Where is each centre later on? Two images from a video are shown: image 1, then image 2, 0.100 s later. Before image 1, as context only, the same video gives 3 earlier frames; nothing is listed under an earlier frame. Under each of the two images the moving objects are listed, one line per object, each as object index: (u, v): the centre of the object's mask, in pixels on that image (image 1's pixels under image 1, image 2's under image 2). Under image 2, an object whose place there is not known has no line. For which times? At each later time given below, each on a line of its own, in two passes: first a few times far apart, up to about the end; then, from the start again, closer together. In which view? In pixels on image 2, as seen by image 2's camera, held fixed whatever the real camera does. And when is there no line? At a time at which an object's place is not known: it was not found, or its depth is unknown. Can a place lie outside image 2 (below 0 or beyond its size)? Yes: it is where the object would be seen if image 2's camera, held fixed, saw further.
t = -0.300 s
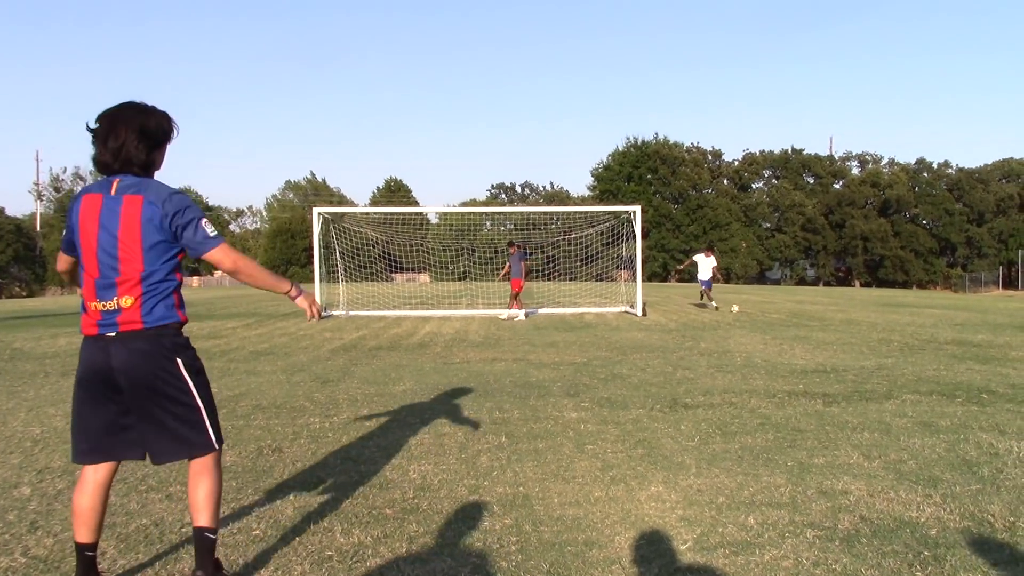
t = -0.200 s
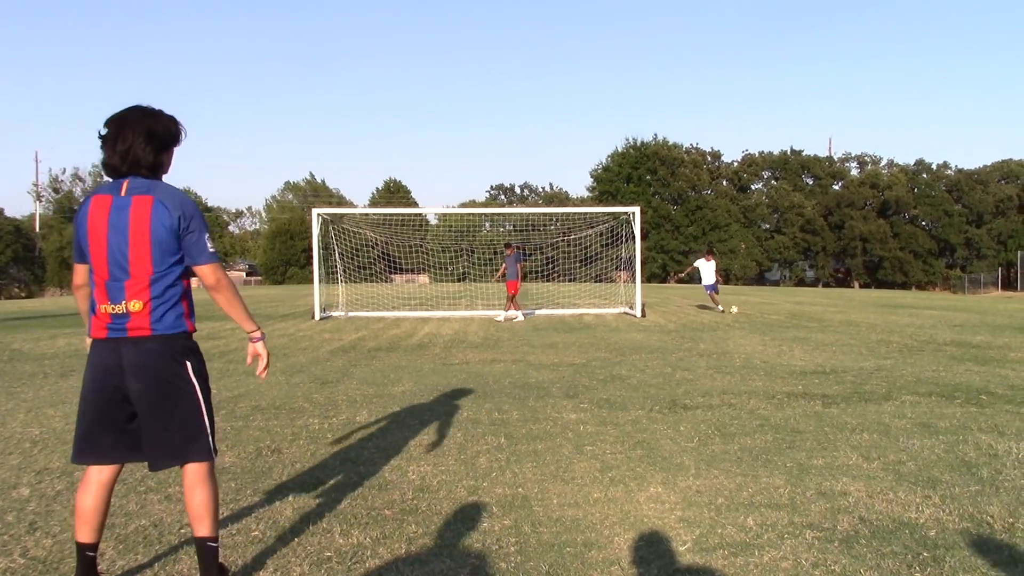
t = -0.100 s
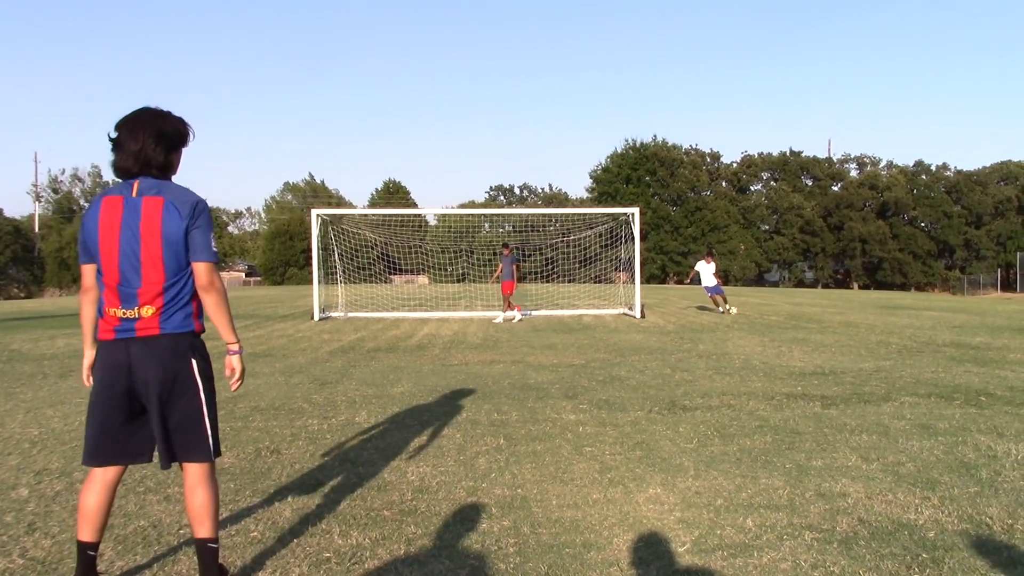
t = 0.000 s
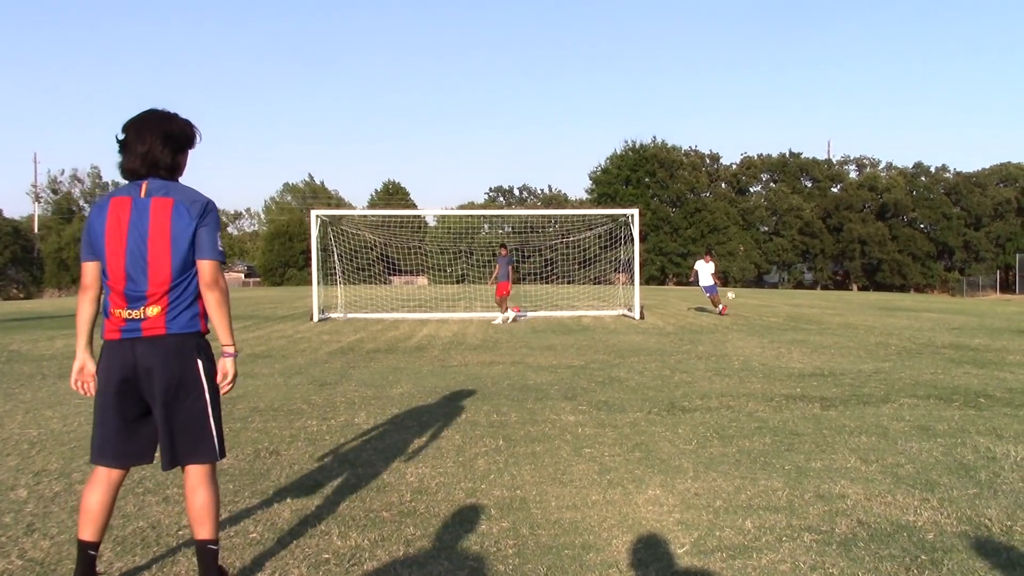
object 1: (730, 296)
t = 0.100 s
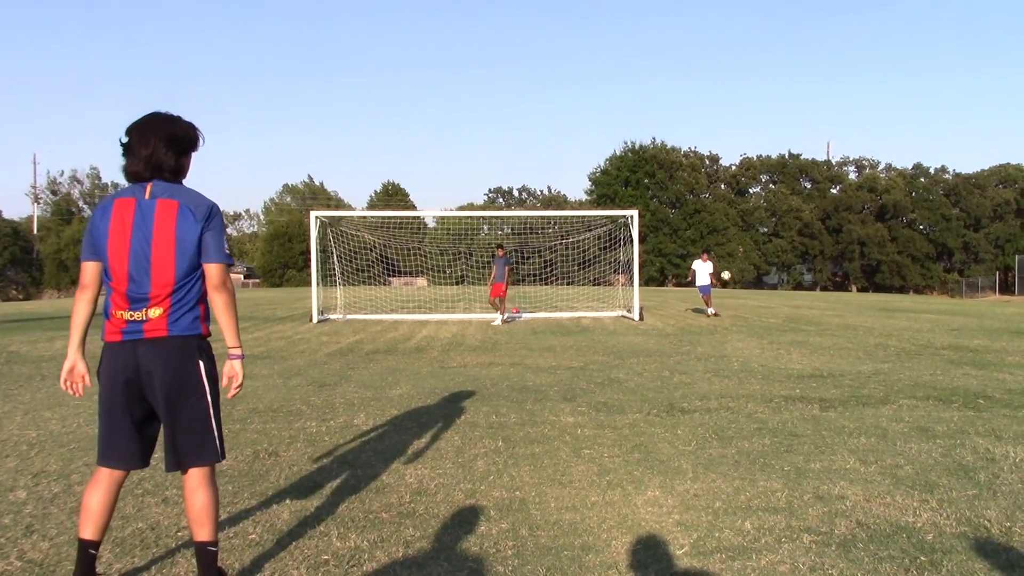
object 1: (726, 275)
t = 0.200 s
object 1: (720, 254)
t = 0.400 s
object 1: (703, 214)
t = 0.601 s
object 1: (679, 180)
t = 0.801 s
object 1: (641, 155)
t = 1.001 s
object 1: (584, 150)
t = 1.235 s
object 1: (467, 182)
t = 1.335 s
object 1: (385, 221)
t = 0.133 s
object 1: (724, 268)
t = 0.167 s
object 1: (722, 261)
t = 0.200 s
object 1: (720, 254)
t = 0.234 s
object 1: (718, 247)
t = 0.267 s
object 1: (715, 241)
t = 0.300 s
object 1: (713, 234)
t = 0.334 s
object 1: (710, 227)
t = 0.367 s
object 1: (707, 221)
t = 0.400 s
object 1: (703, 214)
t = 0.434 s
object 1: (700, 208)
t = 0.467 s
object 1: (697, 202)
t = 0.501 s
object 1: (692, 196)
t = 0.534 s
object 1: (688, 191)
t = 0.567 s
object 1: (684, 185)
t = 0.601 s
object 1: (679, 180)
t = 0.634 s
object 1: (673, 175)
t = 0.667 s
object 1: (668, 170)
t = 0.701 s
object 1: (662, 166)
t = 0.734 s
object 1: (655, 162)
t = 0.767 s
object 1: (648, 159)
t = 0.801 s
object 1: (641, 155)
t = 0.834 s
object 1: (633, 153)
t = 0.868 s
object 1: (625, 151)
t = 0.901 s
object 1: (616, 150)
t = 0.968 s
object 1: (595, 150)
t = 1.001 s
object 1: (584, 150)
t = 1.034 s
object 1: (571, 151)
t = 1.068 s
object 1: (557, 153)
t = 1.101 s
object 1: (542, 157)
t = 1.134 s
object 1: (526, 161)
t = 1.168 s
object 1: (509, 166)
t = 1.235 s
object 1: (467, 182)
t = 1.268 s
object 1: (443, 193)
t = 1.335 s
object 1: (385, 221)
